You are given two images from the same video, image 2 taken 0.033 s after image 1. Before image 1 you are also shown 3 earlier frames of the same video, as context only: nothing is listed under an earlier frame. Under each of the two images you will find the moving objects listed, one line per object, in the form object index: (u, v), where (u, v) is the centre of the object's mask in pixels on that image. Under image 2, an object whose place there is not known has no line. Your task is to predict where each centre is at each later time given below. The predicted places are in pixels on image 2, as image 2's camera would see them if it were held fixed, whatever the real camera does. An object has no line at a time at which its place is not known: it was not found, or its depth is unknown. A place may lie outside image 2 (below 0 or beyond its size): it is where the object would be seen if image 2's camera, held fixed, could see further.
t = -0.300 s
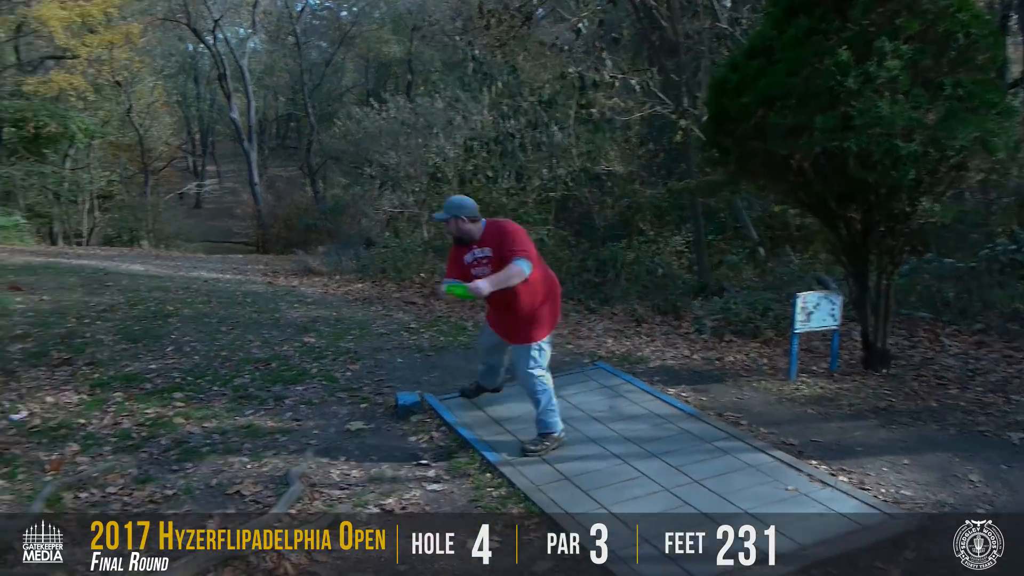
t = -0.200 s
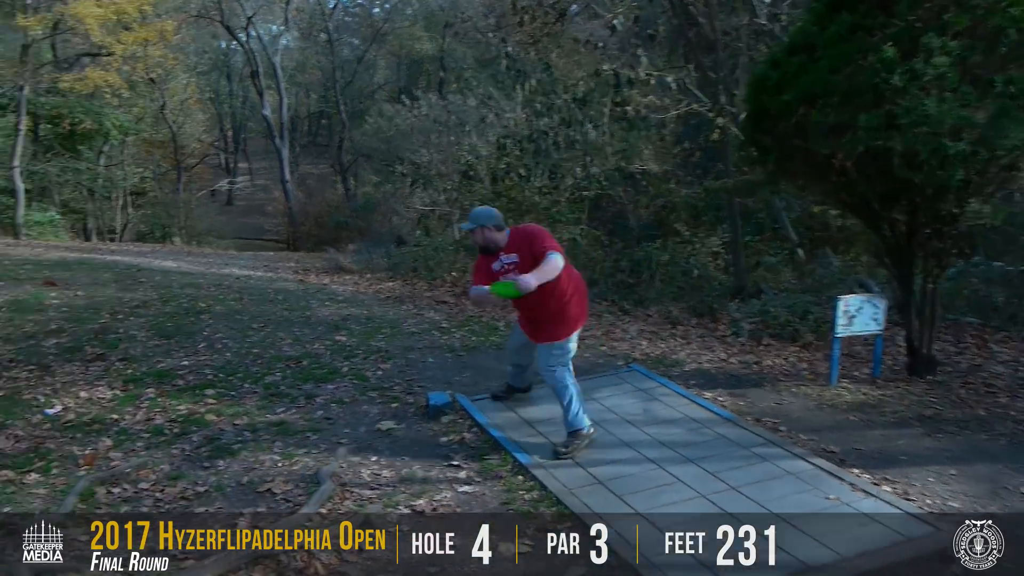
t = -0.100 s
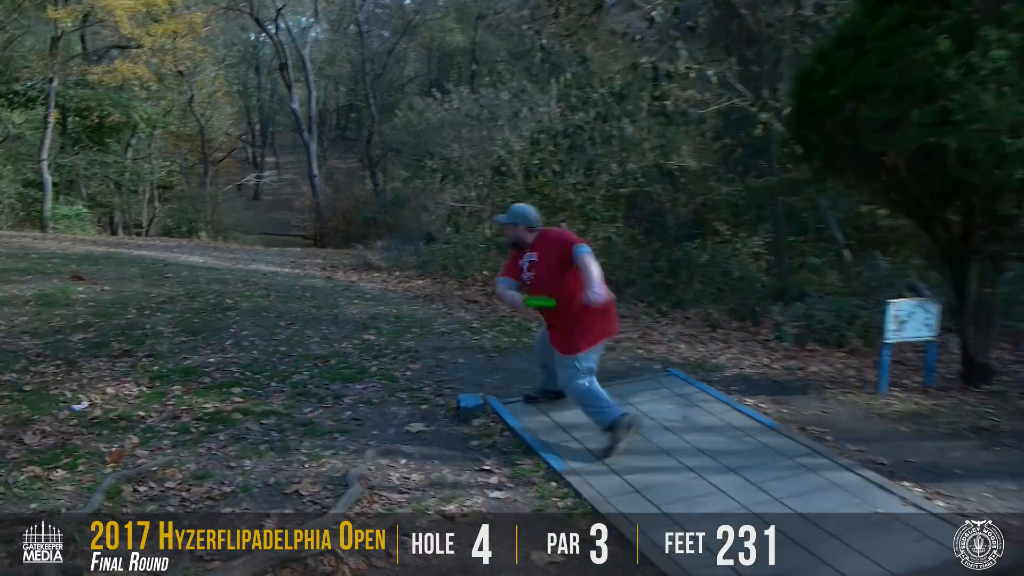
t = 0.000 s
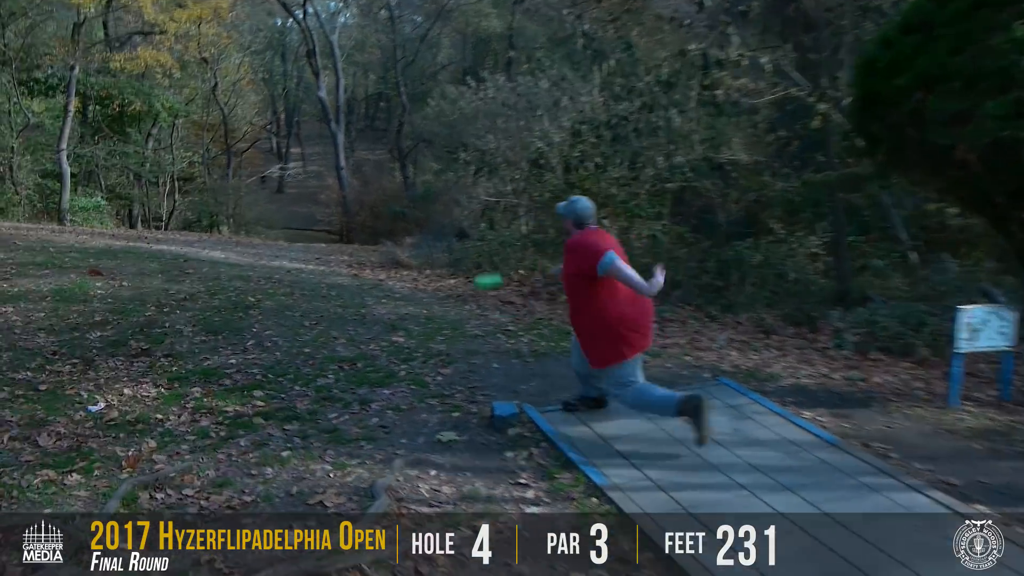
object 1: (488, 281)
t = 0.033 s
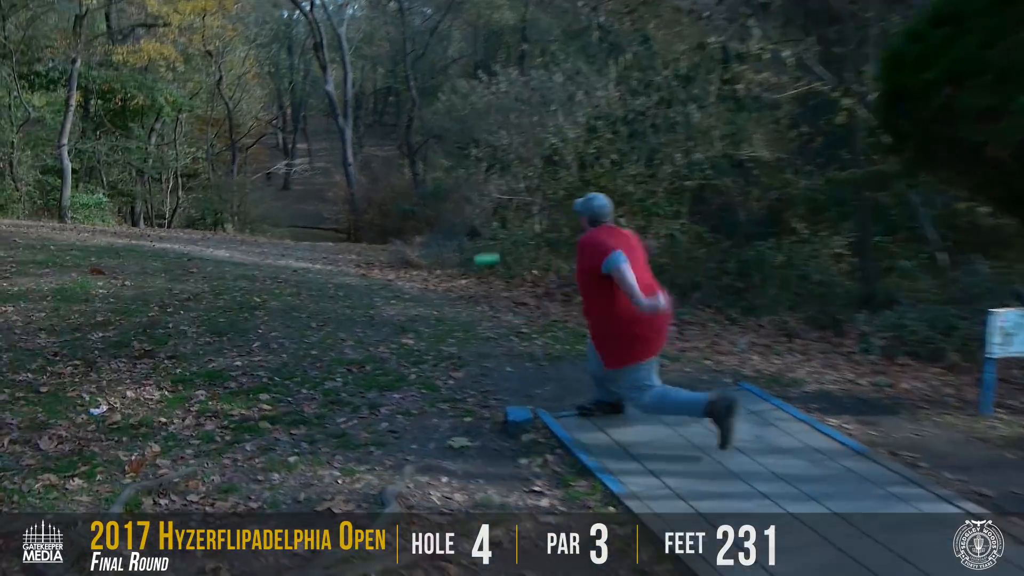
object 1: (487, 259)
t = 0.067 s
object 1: (478, 243)
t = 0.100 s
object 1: (471, 232)
